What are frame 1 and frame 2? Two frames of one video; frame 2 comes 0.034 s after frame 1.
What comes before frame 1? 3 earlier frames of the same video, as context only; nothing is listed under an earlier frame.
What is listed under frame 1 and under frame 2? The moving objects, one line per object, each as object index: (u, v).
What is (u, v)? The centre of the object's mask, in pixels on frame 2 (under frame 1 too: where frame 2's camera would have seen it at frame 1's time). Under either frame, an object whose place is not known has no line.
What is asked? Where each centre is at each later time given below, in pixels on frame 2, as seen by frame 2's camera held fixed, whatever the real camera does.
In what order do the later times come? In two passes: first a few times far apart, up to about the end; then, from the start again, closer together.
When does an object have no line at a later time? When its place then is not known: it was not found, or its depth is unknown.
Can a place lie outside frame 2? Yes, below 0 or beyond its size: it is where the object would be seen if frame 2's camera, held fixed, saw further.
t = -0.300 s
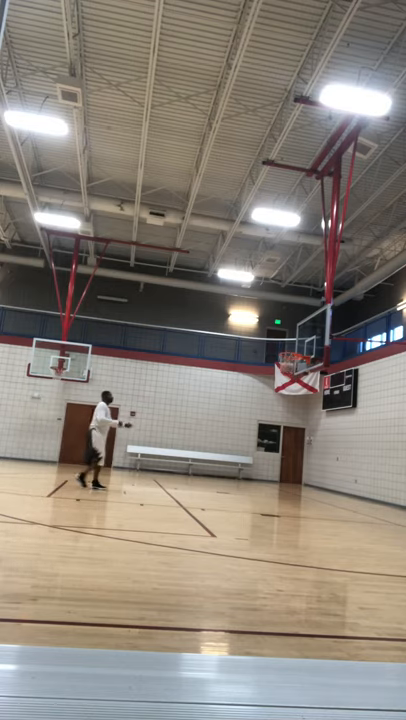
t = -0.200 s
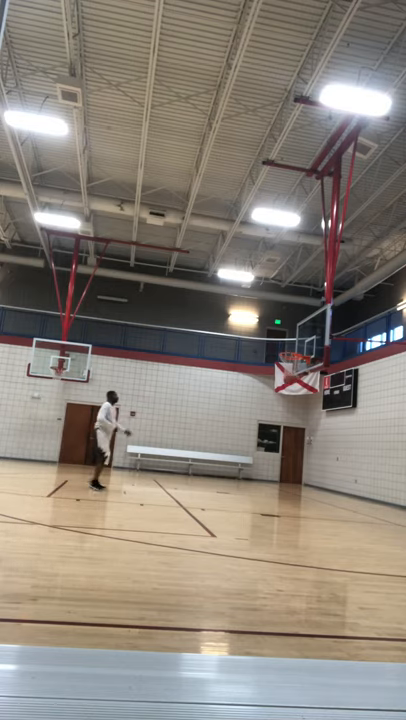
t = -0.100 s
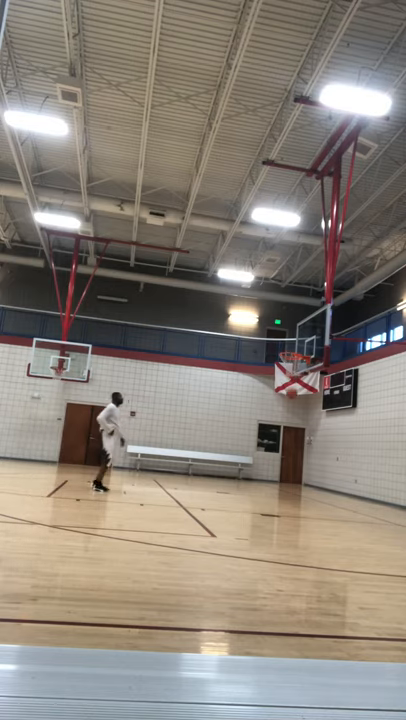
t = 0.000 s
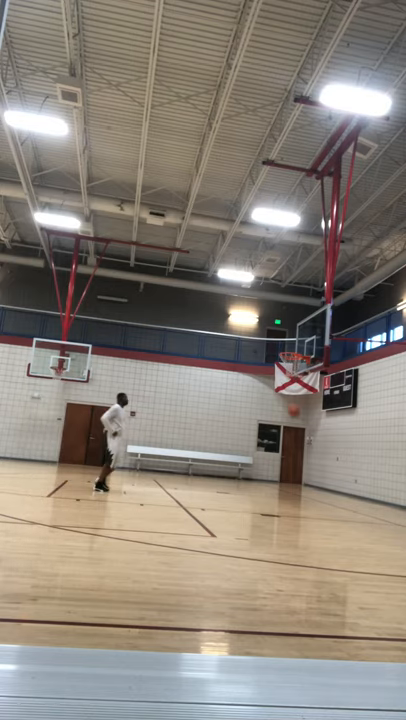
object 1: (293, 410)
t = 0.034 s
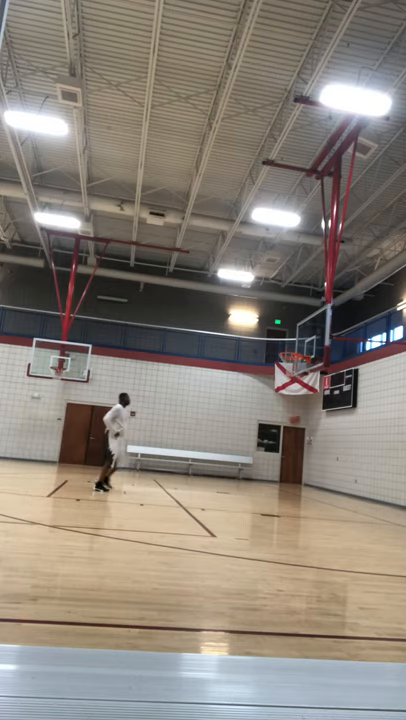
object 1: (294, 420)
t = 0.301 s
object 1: (300, 493)
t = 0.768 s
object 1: (318, 436)
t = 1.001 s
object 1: (326, 440)
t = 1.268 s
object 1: (333, 475)
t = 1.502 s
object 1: (340, 486)
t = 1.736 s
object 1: (348, 469)
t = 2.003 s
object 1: (354, 478)
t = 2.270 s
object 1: (360, 495)
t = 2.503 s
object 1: (367, 484)
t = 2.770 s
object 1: (373, 501)
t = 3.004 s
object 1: (379, 493)
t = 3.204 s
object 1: (384, 500)
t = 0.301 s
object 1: (300, 493)
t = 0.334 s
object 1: (300, 496)
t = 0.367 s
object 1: (301, 488)
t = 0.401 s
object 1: (303, 481)
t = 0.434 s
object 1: (305, 474)
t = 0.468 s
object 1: (307, 468)
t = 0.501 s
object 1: (308, 463)
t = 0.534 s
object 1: (309, 457)
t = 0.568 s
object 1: (311, 453)
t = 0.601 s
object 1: (312, 448)
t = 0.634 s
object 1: (314, 445)
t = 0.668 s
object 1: (315, 442)
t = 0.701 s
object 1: (316, 439)
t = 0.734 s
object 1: (317, 437)
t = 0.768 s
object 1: (318, 436)
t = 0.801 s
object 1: (319, 436)
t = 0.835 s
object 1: (321, 435)
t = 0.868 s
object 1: (322, 435)
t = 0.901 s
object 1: (324, 436)
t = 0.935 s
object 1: (325, 437)
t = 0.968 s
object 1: (326, 439)
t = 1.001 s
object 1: (326, 440)
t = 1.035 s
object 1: (327, 443)
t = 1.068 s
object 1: (328, 446)
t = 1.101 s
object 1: (329, 449)
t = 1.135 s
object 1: (330, 454)
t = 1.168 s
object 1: (331, 458)
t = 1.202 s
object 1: (332, 463)
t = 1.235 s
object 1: (333, 469)
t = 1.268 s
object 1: (333, 475)
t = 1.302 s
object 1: (334, 482)
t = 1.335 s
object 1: (335, 489)
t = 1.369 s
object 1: (336, 497)
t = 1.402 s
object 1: (337, 500)
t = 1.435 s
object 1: (338, 496)
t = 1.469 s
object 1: (339, 490)
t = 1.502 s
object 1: (340, 486)
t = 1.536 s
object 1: (341, 482)
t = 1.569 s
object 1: (342, 478)
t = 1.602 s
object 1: (343, 475)
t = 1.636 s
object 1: (345, 473)
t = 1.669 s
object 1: (346, 471)
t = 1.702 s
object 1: (347, 470)
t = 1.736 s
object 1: (348, 469)
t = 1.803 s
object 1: (349, 469)
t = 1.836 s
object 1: (349, 469)
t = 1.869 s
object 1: (350, 470)
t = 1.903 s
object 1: (351, 471)
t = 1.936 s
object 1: (352, 473)
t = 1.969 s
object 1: (353, 475)
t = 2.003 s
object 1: (354, 478)
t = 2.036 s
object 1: (355, 481)
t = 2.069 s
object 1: (355, 485)
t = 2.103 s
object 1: (356, 488)
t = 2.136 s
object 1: (357, 492)
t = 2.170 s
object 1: (357, 498)
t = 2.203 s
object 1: (358, 501)
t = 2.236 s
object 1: (359, 499)
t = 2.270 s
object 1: (360, 495)
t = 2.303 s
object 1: (361, 492)
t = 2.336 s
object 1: (362, 489)
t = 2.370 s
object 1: (363, 487)
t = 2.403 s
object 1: (364, 486)
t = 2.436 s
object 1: (365, 485)
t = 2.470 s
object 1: (366, 484)
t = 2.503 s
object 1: (367, 484)
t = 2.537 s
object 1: (368, 484)
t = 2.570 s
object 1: (369, 485)
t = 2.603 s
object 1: (369, 487)
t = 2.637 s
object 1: (370, 489)
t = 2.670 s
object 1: (371, 491)
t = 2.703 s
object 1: (372, 494)
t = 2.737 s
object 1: (373, 497)
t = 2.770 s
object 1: (373, 501)
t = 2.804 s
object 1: (374, 502)
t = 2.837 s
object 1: (375, 499)
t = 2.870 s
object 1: (376, 497)
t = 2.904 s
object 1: (377, 496)
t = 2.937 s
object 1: (378, 494)
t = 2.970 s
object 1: (378, 493)
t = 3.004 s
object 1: (379, 493)
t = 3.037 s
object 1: (380, 493)
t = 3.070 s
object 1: (381, 493)
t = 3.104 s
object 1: (382, 494)
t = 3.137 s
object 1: (382, 496)
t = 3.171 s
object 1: (383, 497)
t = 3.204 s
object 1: (384, 500)
